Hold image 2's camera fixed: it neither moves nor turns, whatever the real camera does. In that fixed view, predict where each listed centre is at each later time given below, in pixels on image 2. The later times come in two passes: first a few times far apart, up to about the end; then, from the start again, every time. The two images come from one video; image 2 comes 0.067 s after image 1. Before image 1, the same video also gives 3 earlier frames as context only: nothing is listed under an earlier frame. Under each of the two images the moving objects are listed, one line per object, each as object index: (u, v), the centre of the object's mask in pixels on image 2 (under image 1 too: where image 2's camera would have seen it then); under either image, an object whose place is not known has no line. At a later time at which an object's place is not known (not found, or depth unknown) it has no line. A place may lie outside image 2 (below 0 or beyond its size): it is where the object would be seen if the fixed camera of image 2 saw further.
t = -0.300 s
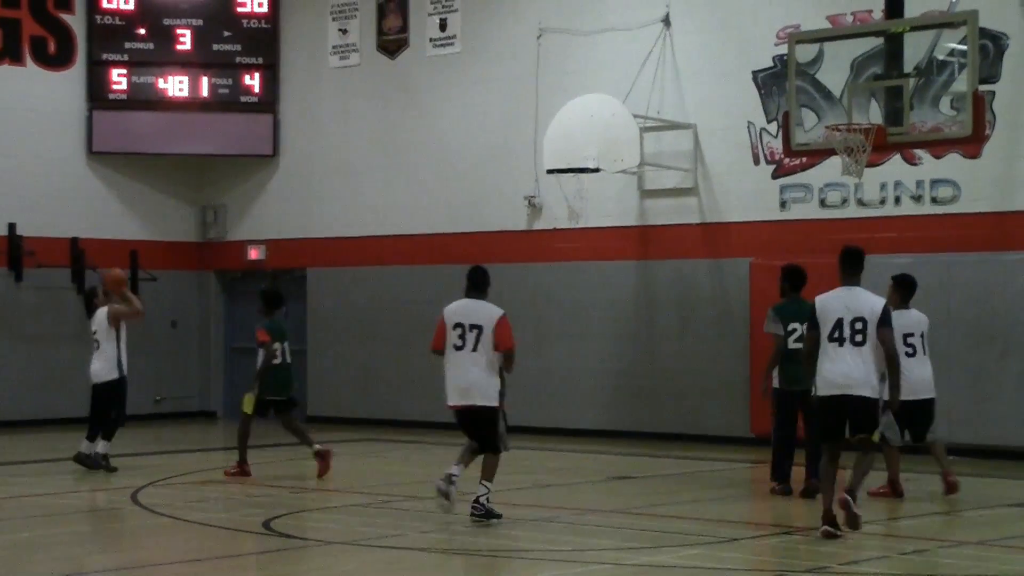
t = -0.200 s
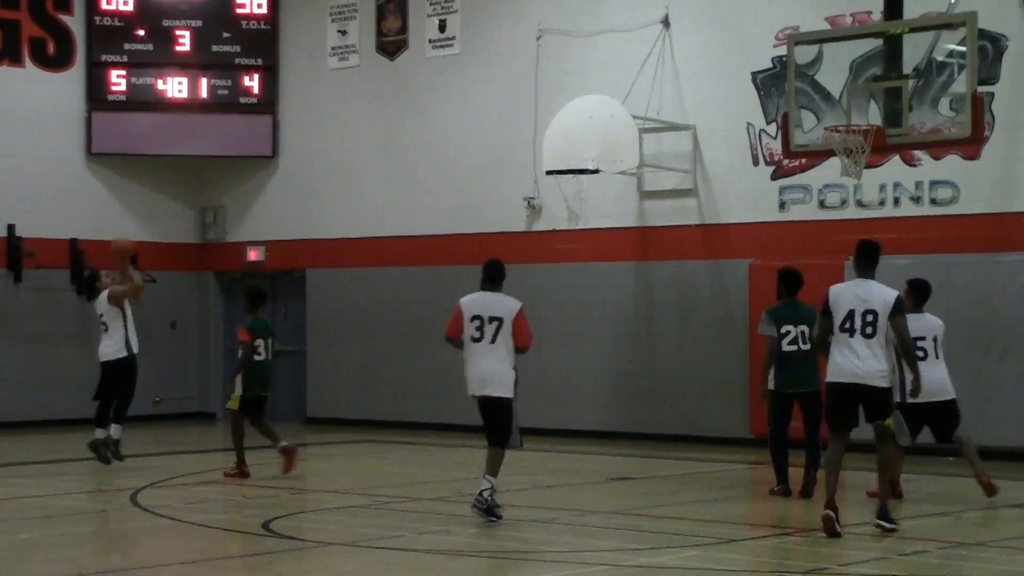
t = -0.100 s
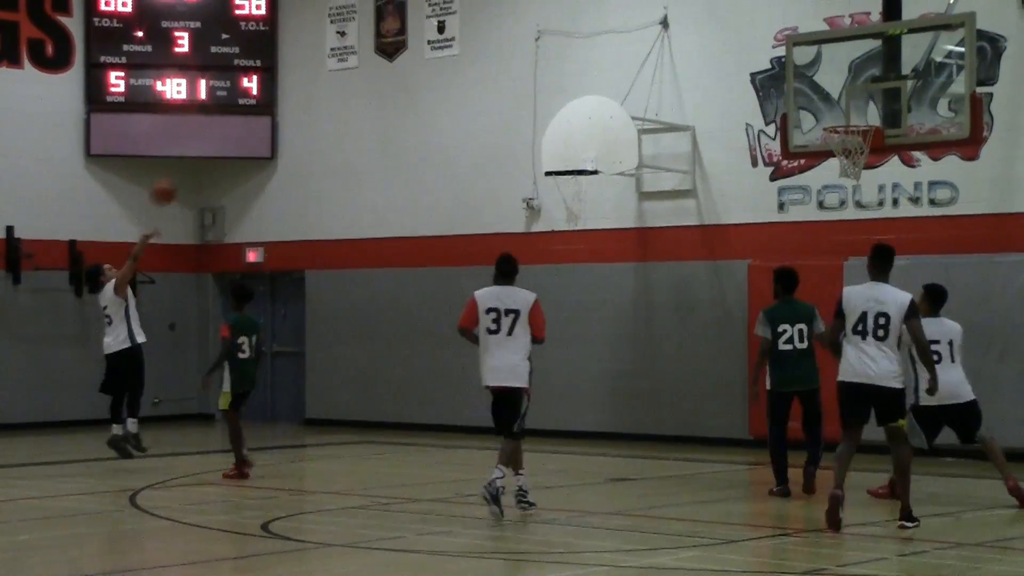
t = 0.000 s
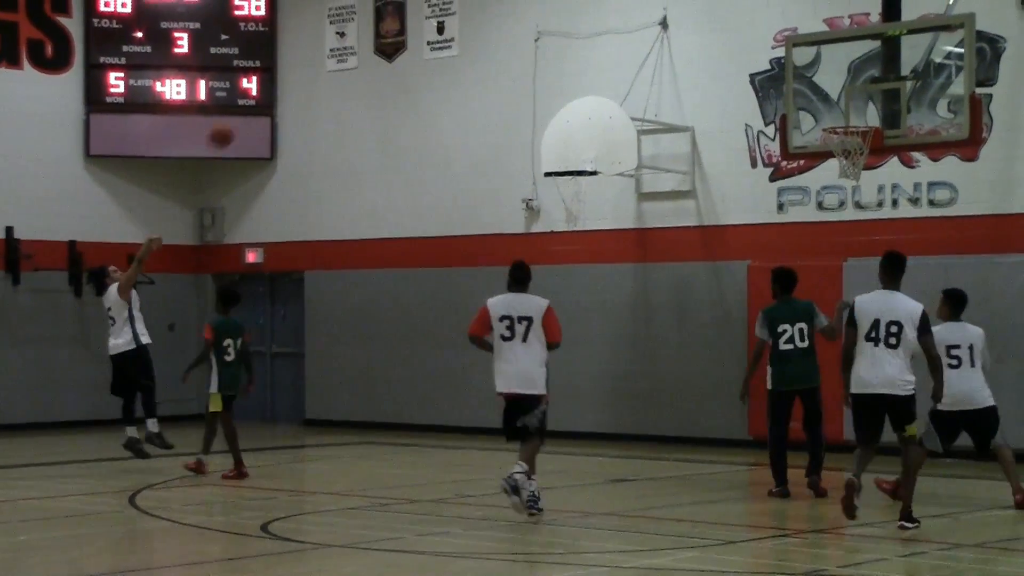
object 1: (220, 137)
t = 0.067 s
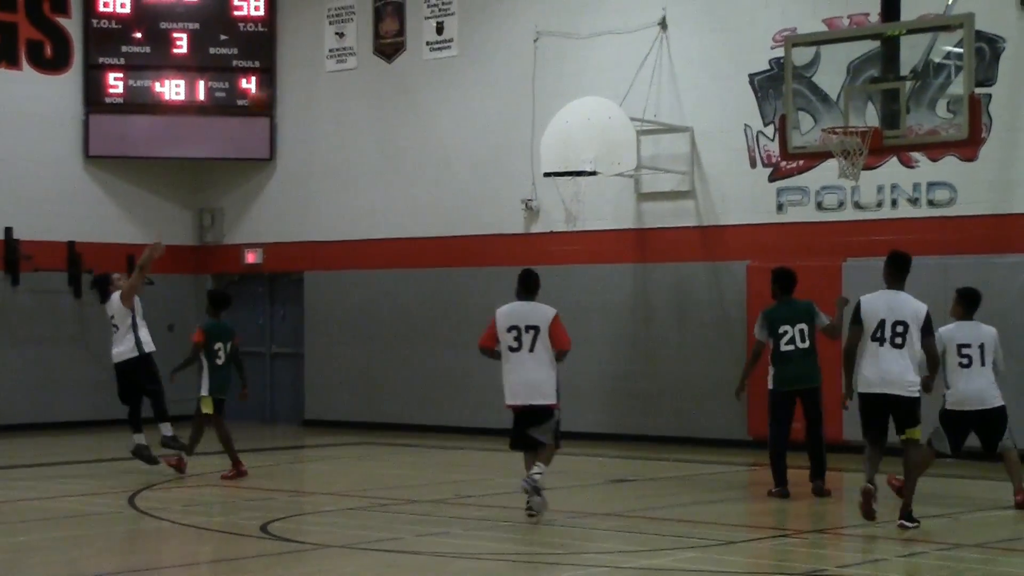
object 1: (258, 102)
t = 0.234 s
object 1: (356, 38)
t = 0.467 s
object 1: (497, 2)
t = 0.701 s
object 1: (640, 8)
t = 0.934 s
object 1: (790, 84)
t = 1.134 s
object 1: (921, 192)
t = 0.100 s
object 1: (278, 88)
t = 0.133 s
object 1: (299, 73)
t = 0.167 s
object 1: (317, 61)
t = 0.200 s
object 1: (338, 50)
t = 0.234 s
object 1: (356, 38)
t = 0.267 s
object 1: (377, 28)
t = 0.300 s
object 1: (396, 23)
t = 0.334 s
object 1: (417, 13)
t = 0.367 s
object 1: (436, 8)
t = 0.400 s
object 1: (456, 6)
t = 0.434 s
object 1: (477, 4)
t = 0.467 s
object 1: (497, 2)
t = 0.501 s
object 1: (517, 2)
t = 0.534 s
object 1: (538, 1)
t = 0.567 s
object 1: (558, 1)
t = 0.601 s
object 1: (578, 2)
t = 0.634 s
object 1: (599, 3)
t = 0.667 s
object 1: (619, 5)
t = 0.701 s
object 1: (640, 8)
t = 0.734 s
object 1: (661, 15)
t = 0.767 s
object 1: (683, 23)
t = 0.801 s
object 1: (703, 32)
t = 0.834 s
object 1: (725, 42)
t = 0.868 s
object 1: (746, 54)
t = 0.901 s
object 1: (768, 68)
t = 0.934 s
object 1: (790, 84)
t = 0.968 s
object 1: (811, 99)
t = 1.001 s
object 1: (833, 115)
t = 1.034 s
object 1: (857, 133)
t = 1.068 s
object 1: (873, 148)
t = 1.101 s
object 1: (900, 169)
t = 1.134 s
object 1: (921, 192)
